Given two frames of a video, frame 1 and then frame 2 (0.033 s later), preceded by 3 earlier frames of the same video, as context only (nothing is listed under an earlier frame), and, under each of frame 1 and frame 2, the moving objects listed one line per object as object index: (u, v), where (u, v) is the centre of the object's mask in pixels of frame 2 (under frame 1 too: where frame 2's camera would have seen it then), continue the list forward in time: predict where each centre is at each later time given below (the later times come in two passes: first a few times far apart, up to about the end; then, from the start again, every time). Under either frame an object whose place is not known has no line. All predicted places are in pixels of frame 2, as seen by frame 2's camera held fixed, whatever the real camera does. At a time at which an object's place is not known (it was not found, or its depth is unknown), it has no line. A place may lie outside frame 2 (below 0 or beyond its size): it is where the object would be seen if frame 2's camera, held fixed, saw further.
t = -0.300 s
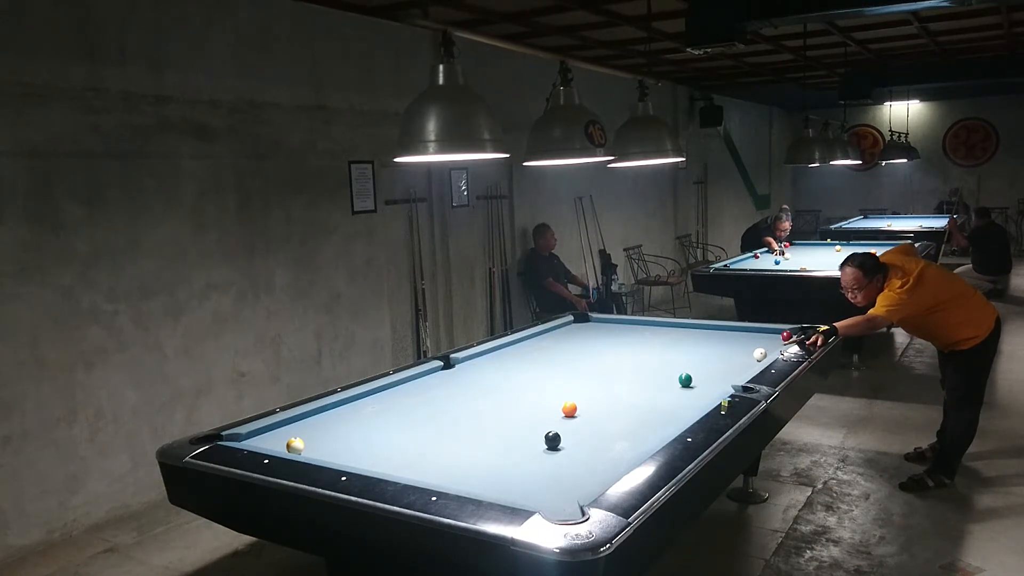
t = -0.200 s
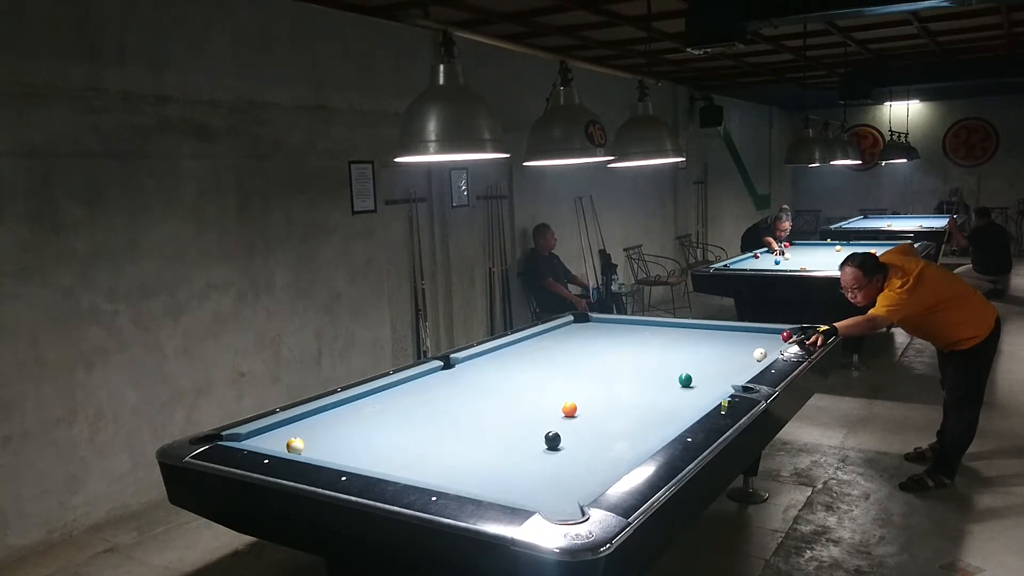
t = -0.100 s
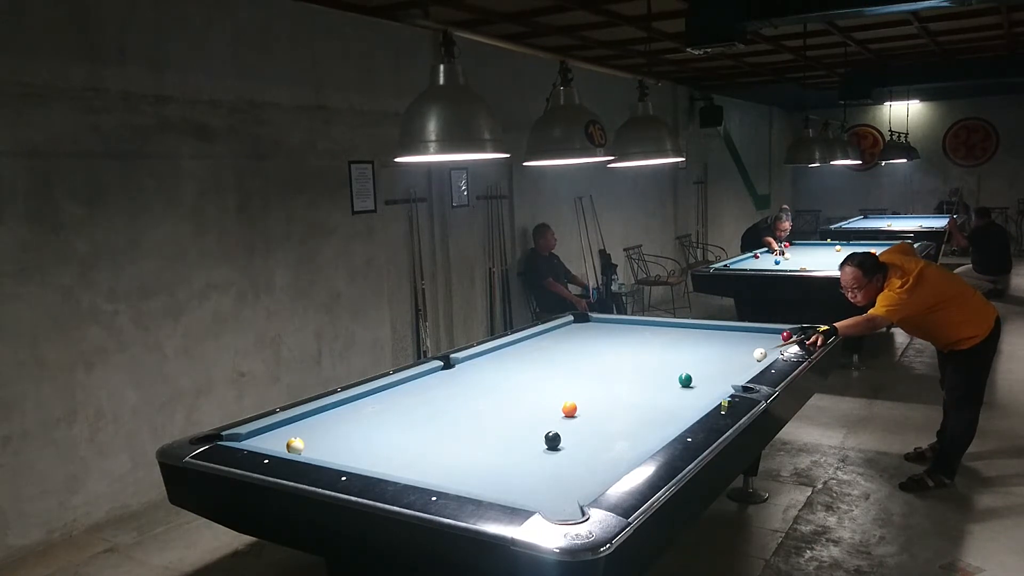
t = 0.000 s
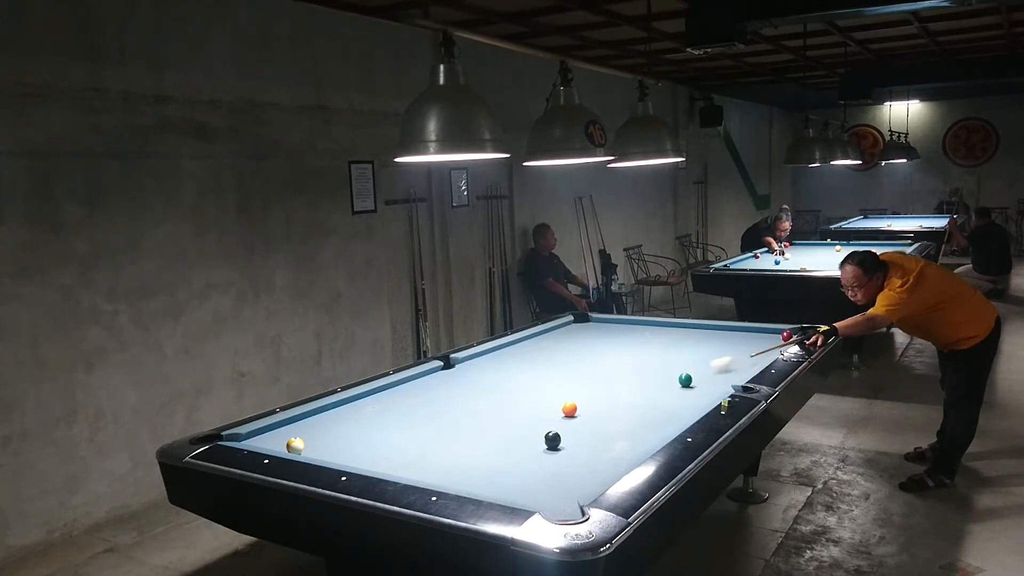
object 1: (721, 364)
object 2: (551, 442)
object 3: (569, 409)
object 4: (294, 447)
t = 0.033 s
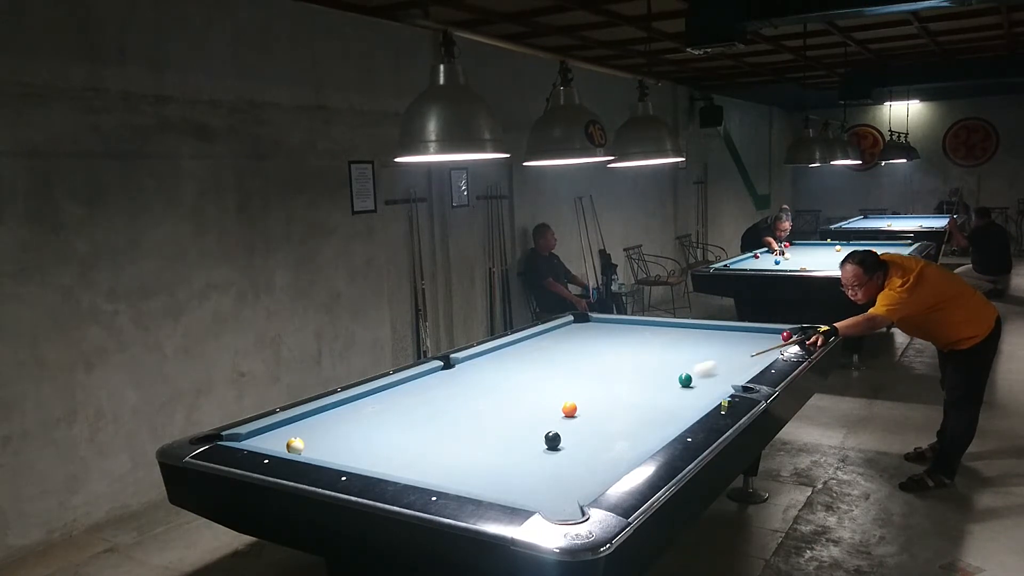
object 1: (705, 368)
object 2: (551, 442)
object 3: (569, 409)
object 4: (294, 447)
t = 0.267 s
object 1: (557, 408)
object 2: (551, 442)
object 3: (569, 410)
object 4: (294, 447)
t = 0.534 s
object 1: (386, 417)
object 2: (530, 449)
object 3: (585, 446)
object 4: (294, 447)
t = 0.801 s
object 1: (268, 440)
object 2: (483, 463)
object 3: (600, 465)
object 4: (294, 447)
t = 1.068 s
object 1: (291, 446)
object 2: (433, 477)
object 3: (552, 467)
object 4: (349, 443)
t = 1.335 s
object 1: (312, 448)
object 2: (428, 471)
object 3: (506, 469)
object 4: (415, 440)
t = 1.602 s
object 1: (333, 449)
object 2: (439, 461)
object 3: (462, 471)
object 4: (478, 437)
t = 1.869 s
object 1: (352, 450)
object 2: (449, 451)
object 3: (420, 471)
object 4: (540, 435)
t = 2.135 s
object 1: (369, 451)
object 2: (457, 443)
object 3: (388, 468)
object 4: (599, 432)
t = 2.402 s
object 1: (386, 450)
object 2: (464, 436)
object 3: (377, 463)
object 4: (656, 428)
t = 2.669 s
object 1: (400, 452)
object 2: (471, 430)
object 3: (367, 457)
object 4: (653, 422)
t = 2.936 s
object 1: (413, 452)
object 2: (477, 425)
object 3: (359, 451)
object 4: (639, 416)
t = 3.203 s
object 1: (425, 452)
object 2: (481, 420)
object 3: (351, 445)
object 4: (627, 410)
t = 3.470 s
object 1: (435, 453)
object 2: (485, 416)
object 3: (344, 441)
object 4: (617, 406)
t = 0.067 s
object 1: (688, 370)
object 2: (551, 442)
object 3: (569, 409)
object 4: (294, 447)
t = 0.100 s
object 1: (669, 378)
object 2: (551, 442)
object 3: (569, 409)
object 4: (294, 447)
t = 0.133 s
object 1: (651, 383)
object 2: (551, 442)
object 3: (569, 409)
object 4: (294, 447)
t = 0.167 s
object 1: (631, 388)
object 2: (551, 442)
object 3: (569, 409)
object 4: (294, 447)
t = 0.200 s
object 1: (610, 394)
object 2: (551, 442)
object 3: (569, 409)
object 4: (294, 447)
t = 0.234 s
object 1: (589, 401)
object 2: (551, 442)
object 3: (569, 409)
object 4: (294, 447)
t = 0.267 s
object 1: (557, 408)
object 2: (551, 442)
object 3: (569, 410)
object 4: (294, 447)
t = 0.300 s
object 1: (543, 407)
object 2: (551, 442)
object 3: (569, 416)
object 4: (294, 447)
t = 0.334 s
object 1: (521, 407)
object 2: (551, 442)
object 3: (568, 421)
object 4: (294, 447)
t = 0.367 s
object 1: (499, 407)
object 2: (551, 442)
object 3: (567, 426)
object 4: (294, 447)
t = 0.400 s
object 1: (476, 409)
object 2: (551, 442)
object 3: (567, 432)
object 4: (294, 447)
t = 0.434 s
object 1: (455, 411)
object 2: (550, 442)
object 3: (567, 436)
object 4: (294, 447)
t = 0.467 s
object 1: (431, 413)
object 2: (543, 444)
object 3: (574, 439)
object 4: (294, 447)
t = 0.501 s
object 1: (408, 415)
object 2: (536, 447)
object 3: (579, 442)
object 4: (294, 447)
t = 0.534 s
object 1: (386, 417)
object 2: (530, 449)
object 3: (585, 446)
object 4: (294, 447)
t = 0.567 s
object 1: (362, 419)
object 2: (525, 449)
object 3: (591, 449)
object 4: (294, 447)
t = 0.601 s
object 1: (339, 421)
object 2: (519, 451)
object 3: (597, 452)
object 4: (294, 447)
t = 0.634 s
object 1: (314, 424)
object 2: (512, 454)
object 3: (603, 456)
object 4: (294, 447)
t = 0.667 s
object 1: (290, 426)
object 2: (506, 455)
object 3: (609, 459)
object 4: (294, 447)
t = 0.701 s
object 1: (271, 429)
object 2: (501, 457)
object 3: (614, 461)
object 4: (294, 447)
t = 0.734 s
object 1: (270, 433)
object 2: (495, 459)
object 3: (612, 463)
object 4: (294, 447)
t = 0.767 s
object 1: (269, 437)
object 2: (489, 461)
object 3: (607, 465)
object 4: (294, 447)
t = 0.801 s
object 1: (268, 440)
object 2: (483, 463)
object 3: (600, 465)
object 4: (294, 447)
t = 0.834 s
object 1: (267, 442)
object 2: (477, 464)
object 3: (594, 465)
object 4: (294, 447)
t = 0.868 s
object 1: (275, 444)
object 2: (471, 466)
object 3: (588, 465)
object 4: (295, 447)
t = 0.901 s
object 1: (278, 445)
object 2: (464, 468)
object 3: (582, 466)
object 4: (303, 445)
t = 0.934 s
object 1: (280, 445)
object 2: (458, 470)
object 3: (576, 466)
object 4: (313, 445)
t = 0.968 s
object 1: (283, 445)
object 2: (452, 472)
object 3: (570, 466)
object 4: (324, 444)
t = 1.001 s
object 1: (285, 445)
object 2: (446, 474)
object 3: (564, 467)
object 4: (332, 443)
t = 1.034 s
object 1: (288, 445)
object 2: (439, 476)
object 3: (558, 467)
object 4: (341, 444)
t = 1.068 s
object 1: (291, 446)
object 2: (433, 477)
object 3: (552, 467)
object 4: (349, 443)
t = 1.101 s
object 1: (293, 446)
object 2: (427, 476)
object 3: (546, 467)
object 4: (358, 442)
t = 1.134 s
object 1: (296, 446)
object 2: (421, 477)
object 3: (540, 468)
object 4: (366, 442)
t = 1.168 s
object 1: (299, 447)
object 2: (421, 475)
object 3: (534, 468)
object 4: (374, 442)
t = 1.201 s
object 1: (302, 447)
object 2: (423, 475)
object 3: (528, 468)
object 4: (382, 442)
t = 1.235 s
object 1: (304, 447)
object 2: (424, 474)
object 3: (523, 469)
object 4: (391, 441)
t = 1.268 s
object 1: (307, 448)
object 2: (425, 473)
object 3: (517, 469)
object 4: (399, 441)
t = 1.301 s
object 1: (310, 448)
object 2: (427, 472)
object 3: (511, 469)
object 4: (407, 440)
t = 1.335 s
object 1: (312, 448)
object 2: (428, 471)
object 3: (506, 469)
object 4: (415, 440)
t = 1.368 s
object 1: (315, 448)
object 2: (430, 470)
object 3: (500, 469)
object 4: (423, 440)
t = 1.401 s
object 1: (317, 449)
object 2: (431, 469)
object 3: (495, 470)
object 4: (431, 440)
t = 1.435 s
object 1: (320, 449)
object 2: (433, 467)
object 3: (489, 470)
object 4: (439, 439)
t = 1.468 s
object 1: (323, 449)
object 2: (434, 466)
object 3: (484, 470)
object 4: (447, 439)
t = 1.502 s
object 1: (325, 449)
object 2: (435, 465)
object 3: (478, 470)
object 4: (455, 438)
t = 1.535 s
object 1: (328, 449)
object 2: (437, 463)
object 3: (473, 470)
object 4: (463, 438)
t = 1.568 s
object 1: (330, 449)
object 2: (438, 462)
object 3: (467, 471)
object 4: (471, 437)
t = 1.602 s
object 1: (333, 449)
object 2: (439, 461)
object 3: (462, 471)
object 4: (478, 437)
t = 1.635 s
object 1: (335, 449)
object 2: (441, 459)
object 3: (457, 471)
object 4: (487, 437)
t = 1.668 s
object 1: (338, 449)
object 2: (441, 457)
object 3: (451, 471)
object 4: (494, 437)
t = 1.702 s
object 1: (340, 449)
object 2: (443, 455)
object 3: (446, 470)
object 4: (502, 436)
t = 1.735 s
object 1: (343, 450)
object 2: (445, 454)
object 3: (441, 471)
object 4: (510, 436)
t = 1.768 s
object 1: (345, 450)
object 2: (446, 454)
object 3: (436, 471)
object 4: (517, 436)
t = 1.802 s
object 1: (347, 449)
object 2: (447, 454)
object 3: (431, 472)
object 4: (525, 435)
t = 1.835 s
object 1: (350, 450)
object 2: (448, 452)
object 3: (426, 471)
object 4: (532, 435)
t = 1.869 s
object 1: (352, 450)
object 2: (449, 451)
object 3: (420, 471)
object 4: (540, 435)
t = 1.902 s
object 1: (354, 450)
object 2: (450, 450)
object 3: (415, 471)
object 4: (547, 434)
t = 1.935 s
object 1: (357, 450)
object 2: (451, 449)
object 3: (410, 471)
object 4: (555, 434)
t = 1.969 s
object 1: (359, 450)
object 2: (452, 448)
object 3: (406, 471)
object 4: (563, 434)
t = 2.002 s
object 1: (361, 450)
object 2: (453, 447)
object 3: (400, 470)
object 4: (570, 434)
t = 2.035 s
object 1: (363, 450)
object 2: (454, 446)
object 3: (396, 470)
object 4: (577, 433)
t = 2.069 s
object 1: (365, 450)
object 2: (455, 445)
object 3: (392, 470)
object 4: (585, 432)
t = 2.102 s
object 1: (367, 451)
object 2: (456, 444)
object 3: (390, 469)
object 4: (592, 433)
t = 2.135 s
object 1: (369, 451)
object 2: (457, 443)
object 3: (388, 468)
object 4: (599, 432)
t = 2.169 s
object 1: (371, 451)
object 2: (458, 442)
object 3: (387, 467)
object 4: (607, 431)
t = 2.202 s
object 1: (374, 451)
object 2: (459, 442)
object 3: (385, 467)
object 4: (614, 431)
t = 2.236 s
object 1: (376, 451)
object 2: (460, 441)
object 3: (384, 466)
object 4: (622, 431)
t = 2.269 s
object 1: (377, 450)
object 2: (461, 440)
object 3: (382, 465)
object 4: (628, 430)
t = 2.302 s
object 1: (379, 450)
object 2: (462, 439)
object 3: (381, 465)
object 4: (636, 430)
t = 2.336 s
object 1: (382, 449)
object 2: (463, 438)
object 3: (379, 464)
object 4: (642, 430)
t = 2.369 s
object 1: (384, 450)
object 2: (463, 437)
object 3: (378, 463)
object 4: (649, 429)
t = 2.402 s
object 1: (386, 450)
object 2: (464, 436)
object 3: (377, 463)
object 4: (656, 428)
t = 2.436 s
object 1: (388, 450)
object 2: (465, 436)
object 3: (376, 462)
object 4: (663, 426)
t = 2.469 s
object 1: (389, 451)
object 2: (466, 435)
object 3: (375, 462)
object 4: (664, 426)
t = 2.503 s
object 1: (391, 452)
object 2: (467, 434)
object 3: (373, 461)
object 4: (662, 426)
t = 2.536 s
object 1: (393, 452)
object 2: (468, 433)
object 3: (372, 460)
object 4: (661, 426)
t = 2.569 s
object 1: (395, 452)
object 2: (469, 432)
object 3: (371, 459)
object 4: (659, 425)
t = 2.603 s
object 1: (396, 452)
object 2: (469, 432)
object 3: (370, 459)
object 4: (657, 424)
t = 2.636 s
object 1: (398, 452)
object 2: (470, 431)
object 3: (368, 458)
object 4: (655, 423)
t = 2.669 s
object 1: (400, 452)
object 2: (471, 430)
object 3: (367, 457)
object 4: (653, 422)
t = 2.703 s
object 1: (402, 452)
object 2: (472, 430)
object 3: (366, 456)
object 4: (651, 421)
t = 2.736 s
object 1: (403, 452)
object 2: (472, 429)
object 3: (365, 455)
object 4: (650, 421)
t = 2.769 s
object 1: (405, 452)
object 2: (473, 428)
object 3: (364, 454)
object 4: (648, 419)
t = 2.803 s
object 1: (407, 452)
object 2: (474, 427)
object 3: (363, 453)
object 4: (647, 419)
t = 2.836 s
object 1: (409, 452)
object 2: (475, 427)
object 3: (362, 453)
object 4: (645, 418)
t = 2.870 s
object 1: (410, 452)
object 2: (475, 426)
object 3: (361, 452)
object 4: (643, 417)
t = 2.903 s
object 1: (412, 452)
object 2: (476, 426)
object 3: (360, 452)
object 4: (642, 417)
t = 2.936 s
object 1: (413, 452)
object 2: (477, 425)
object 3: (359, 451)
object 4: (639, 416)
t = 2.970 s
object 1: (415, 452)
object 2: (477, 424)
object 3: (358, 450)
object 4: (638, 416)
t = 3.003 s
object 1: (416, 453)
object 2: (478, 424)
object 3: (357, 449)
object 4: (636, 415)
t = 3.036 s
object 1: (418, 453)
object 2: (479, 423)
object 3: (356, 448)
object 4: (635, 414)
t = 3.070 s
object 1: (420, 452)
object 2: (479, 423)
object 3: (355, 448)
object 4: (633, 413)
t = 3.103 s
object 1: (421, 452)
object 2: (480, 422)
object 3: (354, 447)
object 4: (632, 412)
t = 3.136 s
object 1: (422, 453)
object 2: (480, 421)
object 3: (353, 447)
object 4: (630, 412)
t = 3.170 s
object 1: (424, 452)
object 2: (481, 421)
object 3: (352, 446)
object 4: (629, 411)
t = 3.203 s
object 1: (425, 452)
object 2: (481, 420)
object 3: (351, 445)
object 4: (627, 410)
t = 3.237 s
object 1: (427, 453)
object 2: (482, 420)
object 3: (351, 445)
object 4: (626, 410)
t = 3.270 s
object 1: (428, 453)
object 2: (482, 419)
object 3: (350, 444)
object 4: (625, 409)
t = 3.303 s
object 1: (429, 453)
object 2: (483, 419)
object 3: (349, 443)
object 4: (623, 408)
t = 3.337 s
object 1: (430, 453)
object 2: (484, 418)
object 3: (348, 443)
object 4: (622, 407)
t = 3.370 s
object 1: (431, 453)
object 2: (484, 418)
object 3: (347, 442)
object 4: (621, 407)
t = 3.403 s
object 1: (432, 453)
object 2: (484, 417)
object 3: (346, 442)
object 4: (620, 407)
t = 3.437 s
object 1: (434, 452)
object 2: (485, 417)
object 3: (345, 441)
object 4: (618, 407)
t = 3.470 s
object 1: (435, 453)
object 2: (485, 416)
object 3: (344, 441)
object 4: (617, 406)
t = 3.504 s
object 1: (436, 453)
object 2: (486, 416)
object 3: (344, 440)
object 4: (615, 405)
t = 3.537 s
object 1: (437, 453)
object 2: (487, 415)
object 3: (343, 440)
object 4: (614, 405)
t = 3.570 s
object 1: (438, 453)
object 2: (487, 415)
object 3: (342, 439)
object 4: (613, 404)
